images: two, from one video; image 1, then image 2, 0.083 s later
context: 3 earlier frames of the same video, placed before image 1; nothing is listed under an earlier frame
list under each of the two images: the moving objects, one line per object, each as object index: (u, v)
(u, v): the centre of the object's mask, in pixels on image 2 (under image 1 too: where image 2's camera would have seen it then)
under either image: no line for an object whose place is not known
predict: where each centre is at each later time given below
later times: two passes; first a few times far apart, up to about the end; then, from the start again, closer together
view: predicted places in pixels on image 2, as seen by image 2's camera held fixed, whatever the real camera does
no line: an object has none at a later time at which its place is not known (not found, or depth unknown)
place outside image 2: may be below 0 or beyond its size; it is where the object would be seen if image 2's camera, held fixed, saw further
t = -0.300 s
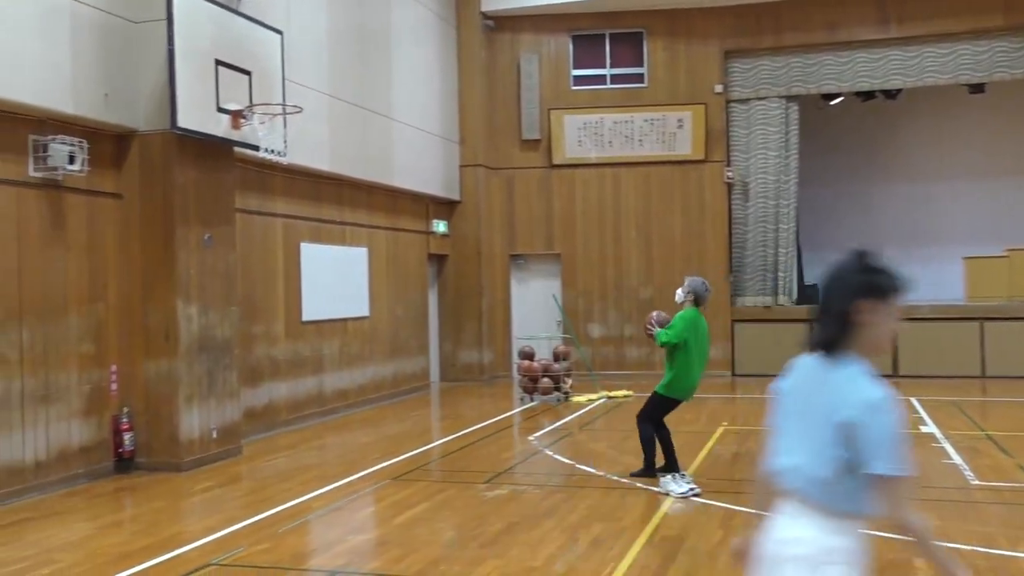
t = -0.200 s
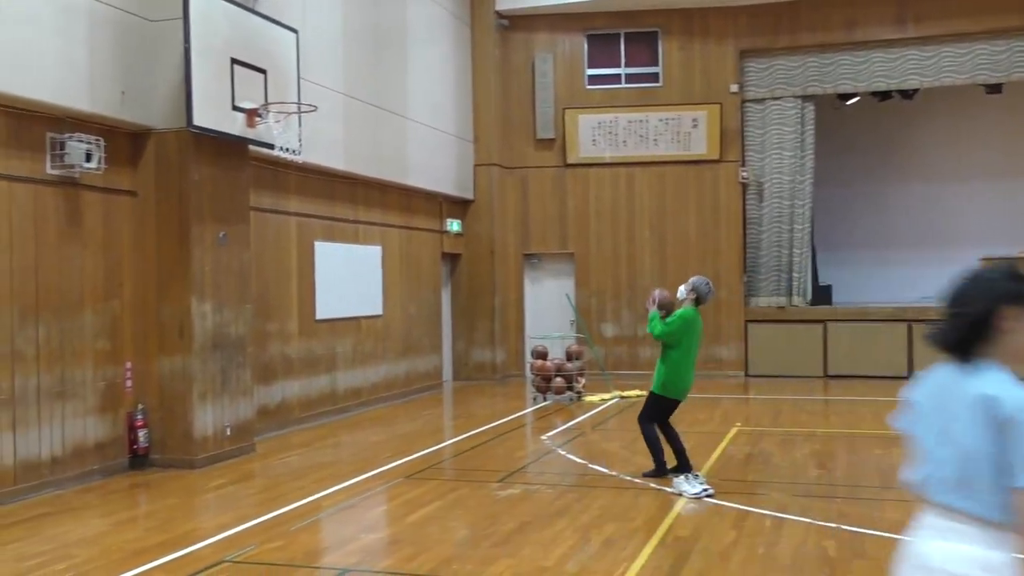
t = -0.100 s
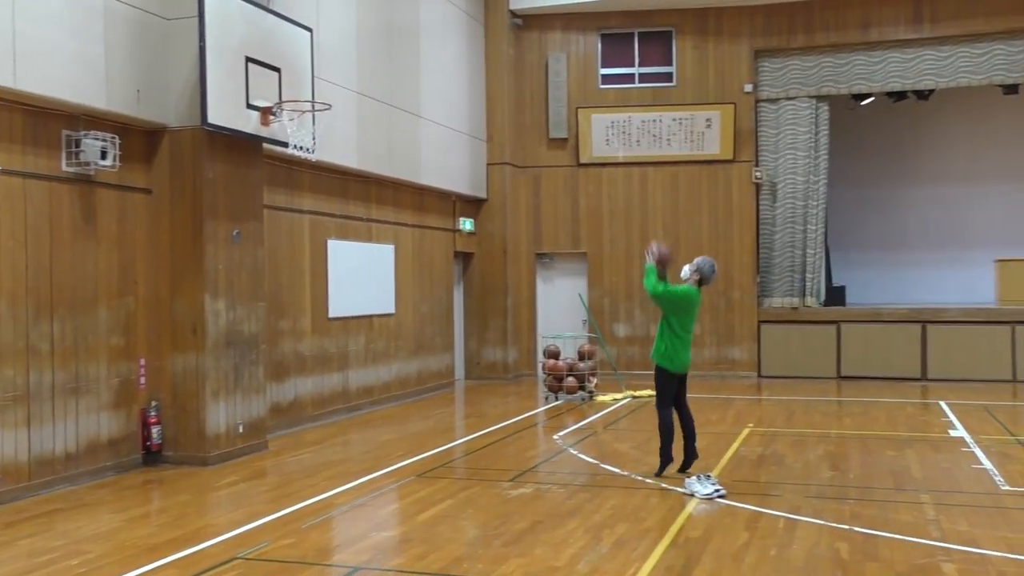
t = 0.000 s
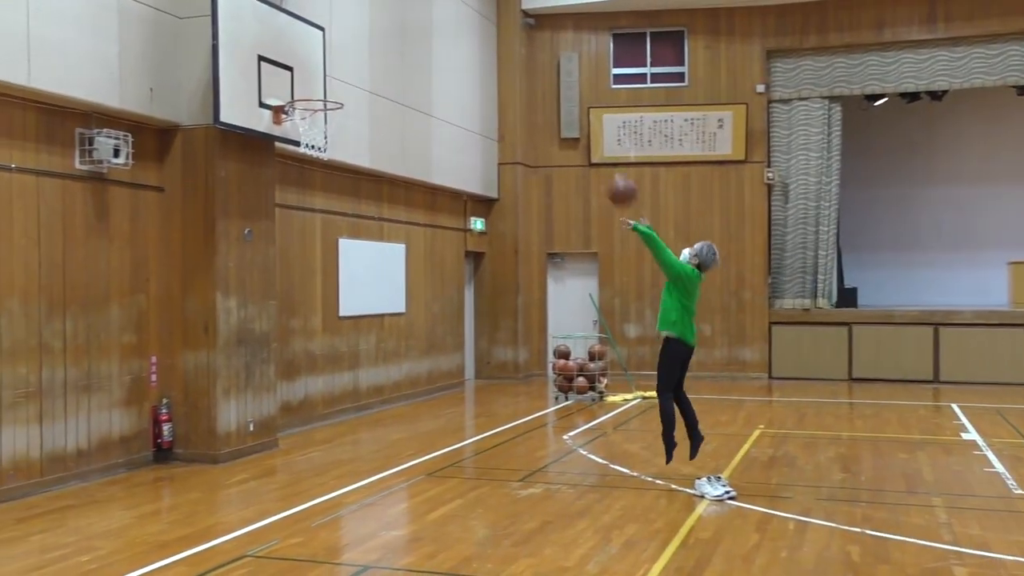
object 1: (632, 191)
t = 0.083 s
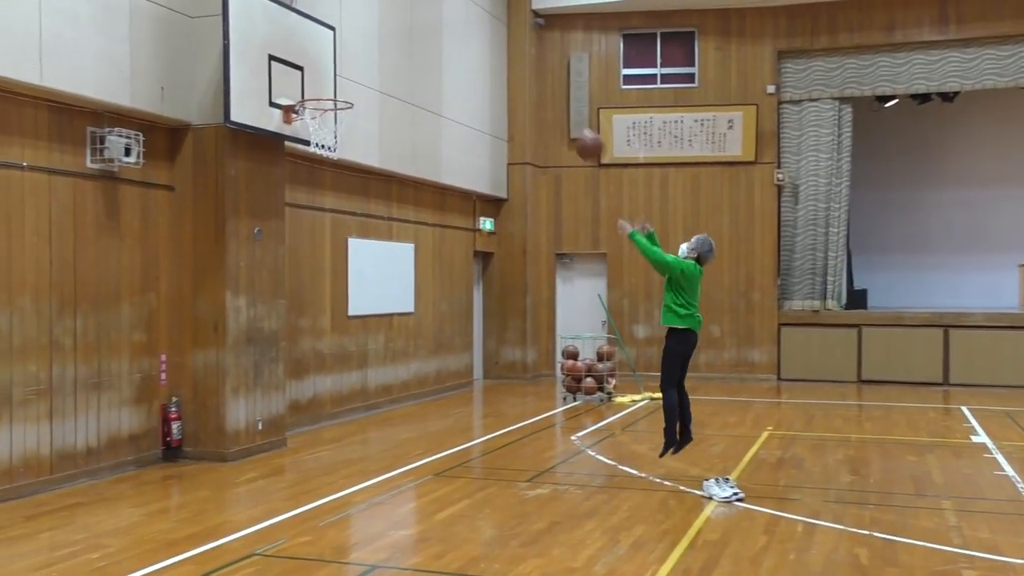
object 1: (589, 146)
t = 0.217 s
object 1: (526, 90)
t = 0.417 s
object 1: (435, 49)
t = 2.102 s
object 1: (302, 275)
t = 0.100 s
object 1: (581, 137)
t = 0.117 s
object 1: (572, 129)
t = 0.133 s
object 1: (565, 121)
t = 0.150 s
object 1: (556, 114)
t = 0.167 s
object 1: (549, 107)
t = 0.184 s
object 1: (541, 101)
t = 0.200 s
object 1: (534, 96)
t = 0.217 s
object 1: (526, 90)
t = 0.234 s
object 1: (518, 84)
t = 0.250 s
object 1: (510, 79)
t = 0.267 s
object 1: (502, 75)
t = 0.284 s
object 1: (494, 71)
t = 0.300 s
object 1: (487, 67)
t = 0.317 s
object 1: (479, 63)
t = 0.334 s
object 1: (472, 60)
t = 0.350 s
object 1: (464, 57)
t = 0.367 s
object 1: (457, 54)
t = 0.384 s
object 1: (449, 52)
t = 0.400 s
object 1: (442, 50)
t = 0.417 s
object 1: (435, 49)
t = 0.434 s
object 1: (428, 47)
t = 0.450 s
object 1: (420, 46)
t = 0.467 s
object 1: (414, 46)
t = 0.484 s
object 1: (406, 45)
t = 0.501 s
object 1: (399, 45)
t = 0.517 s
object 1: (391, 46)
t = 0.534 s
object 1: (385, 47)
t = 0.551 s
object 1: (378, 48)
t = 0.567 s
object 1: (371, 49)
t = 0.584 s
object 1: (364, 50)
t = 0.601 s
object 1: (357, 52)
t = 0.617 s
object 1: (350, 54)
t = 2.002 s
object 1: (294, 294)
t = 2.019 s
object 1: (295, 290)
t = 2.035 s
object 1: (296, 286)
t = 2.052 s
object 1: (297, 283)
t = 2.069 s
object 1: (299, 280)
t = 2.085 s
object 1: (300, 278)
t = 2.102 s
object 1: (302, 275)
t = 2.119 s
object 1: (303, 273)
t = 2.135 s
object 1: (304, 272)
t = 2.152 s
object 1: (305, 270)
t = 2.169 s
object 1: (307, 269)
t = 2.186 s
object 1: (308, 269)
